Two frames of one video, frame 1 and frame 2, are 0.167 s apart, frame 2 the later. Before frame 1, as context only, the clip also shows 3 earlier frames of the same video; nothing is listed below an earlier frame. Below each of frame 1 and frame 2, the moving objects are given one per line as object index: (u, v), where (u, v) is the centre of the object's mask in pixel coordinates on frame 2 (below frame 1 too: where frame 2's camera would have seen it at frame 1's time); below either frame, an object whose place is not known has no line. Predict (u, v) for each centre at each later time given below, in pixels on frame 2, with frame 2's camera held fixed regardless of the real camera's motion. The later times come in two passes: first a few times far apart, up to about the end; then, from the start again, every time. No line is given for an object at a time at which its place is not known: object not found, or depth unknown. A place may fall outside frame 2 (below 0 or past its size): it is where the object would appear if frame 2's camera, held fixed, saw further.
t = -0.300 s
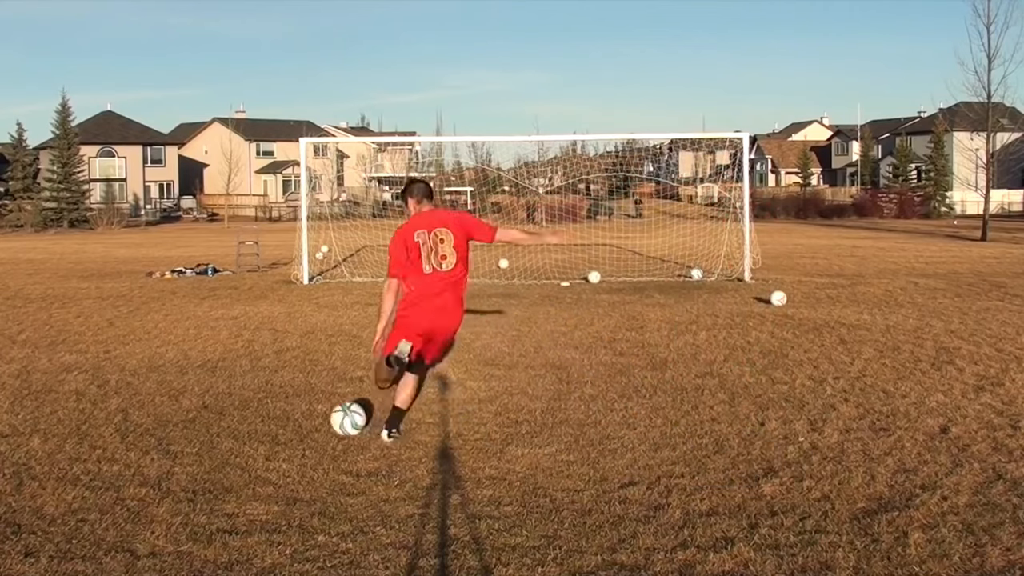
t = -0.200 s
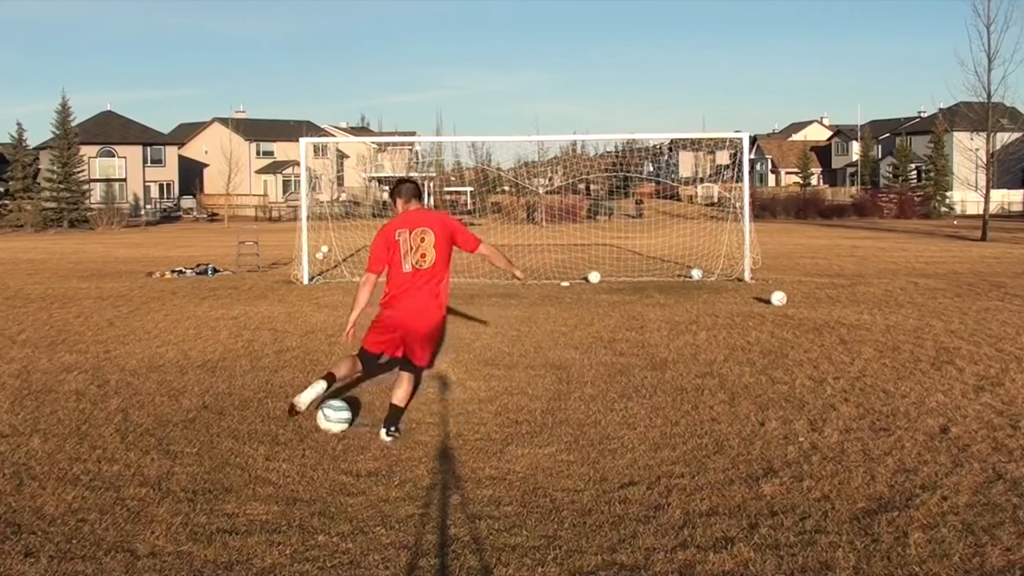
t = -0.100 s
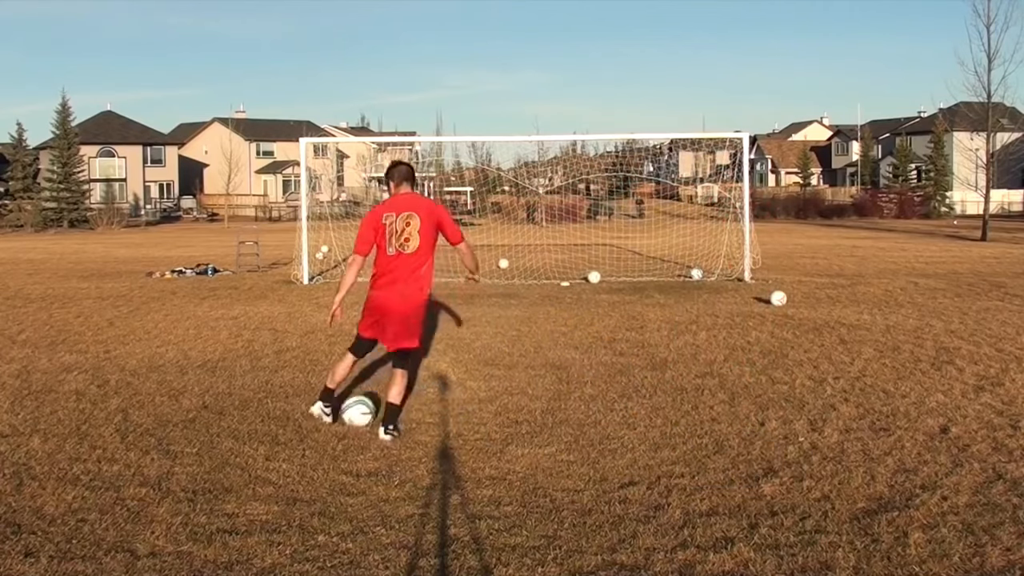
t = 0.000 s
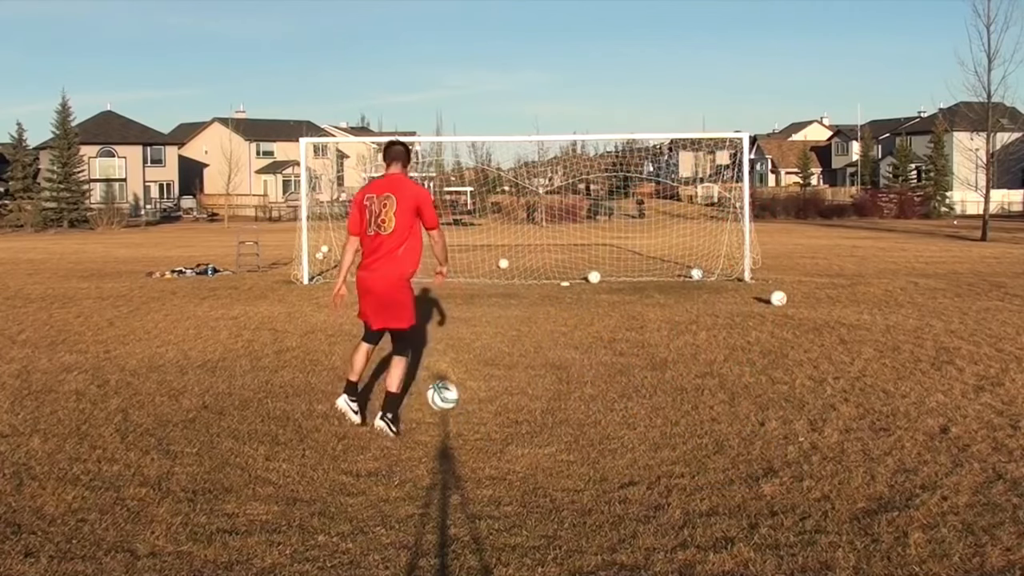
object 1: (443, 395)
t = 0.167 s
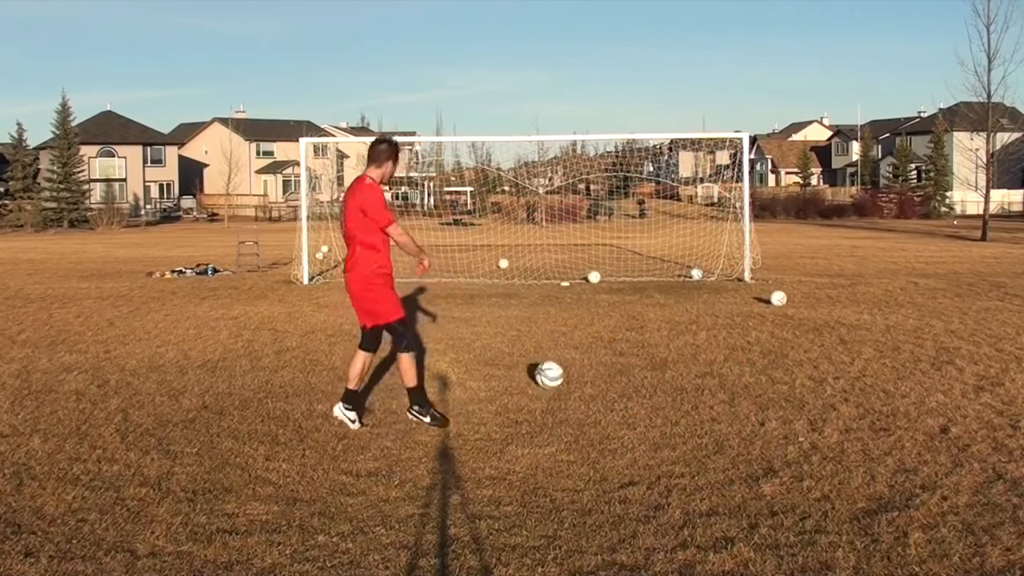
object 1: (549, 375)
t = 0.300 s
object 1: (612, 364)
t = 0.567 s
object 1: (698, 345)
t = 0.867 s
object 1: (756, 334)
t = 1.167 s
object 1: (796, 320)
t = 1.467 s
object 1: (828, 316)
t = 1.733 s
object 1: (852, 310)
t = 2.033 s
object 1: (875, 305)
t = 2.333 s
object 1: (892, 302)
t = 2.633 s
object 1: (906, 299)
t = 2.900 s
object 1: (918, 296)
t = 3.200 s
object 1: (928, 294)
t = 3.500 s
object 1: (937, 293)
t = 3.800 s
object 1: (941, 290)
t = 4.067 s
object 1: (945, 289)
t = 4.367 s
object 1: (948, 288)
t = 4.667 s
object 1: (951, 287)
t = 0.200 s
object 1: (568, 374)
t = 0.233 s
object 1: (583, 371)
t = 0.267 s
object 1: (598, 367)
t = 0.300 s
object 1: (612, 364)
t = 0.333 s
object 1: (627, 361)
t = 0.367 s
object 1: (640, 360)
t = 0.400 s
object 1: (652, 358)
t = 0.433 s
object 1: (662, 354)
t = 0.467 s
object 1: (671, 351)
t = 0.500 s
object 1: (681, 347)
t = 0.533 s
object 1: (689, 346)
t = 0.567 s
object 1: (698, 345)
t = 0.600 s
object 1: (707, 346)
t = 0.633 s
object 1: (714, 345)
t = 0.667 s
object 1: (720, 341)
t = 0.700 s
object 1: (727, 338)
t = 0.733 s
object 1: (733, 337)
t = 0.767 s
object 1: (739, 336)
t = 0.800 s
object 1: (745, 337)
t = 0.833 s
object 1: (751, 336)
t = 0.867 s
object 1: (756, 334)
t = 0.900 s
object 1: (761, 332)
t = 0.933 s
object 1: (765, 330)
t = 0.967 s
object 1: (771, 330)
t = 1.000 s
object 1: (775, 331)
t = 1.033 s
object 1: (779, 327)
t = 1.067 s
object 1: (784, 324)
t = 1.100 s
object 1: (788, 322)
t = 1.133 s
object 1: (792, 320)
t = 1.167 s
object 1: (796, 320)
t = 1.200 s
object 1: (799, 321)
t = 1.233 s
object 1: (803, 322)
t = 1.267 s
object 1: (807, 322)
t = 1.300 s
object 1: (810, 320)
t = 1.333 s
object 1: (814, 318)
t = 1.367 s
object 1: (818, 318)
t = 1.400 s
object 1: (821, 318)
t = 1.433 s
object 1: (824, 317)
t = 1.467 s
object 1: (828, 316)
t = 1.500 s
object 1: (831, 315)
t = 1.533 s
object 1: (834, 313)
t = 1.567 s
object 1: (838, 313)
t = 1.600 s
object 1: (841, 313)
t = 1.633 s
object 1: (844, 312)
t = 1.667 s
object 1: (846, 311)
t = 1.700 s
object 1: (850, 311)
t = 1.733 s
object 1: (852, 310)
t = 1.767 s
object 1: (855, 310)
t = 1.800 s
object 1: (858, 310)
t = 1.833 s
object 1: (861, 309)
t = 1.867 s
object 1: (863, 308)
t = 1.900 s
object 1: (865, 307)
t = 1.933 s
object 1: (868, 308)
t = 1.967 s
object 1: (871, 308)
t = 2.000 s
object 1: (873, 306)
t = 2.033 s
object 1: (875, 305)
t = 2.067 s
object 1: (877, 305)
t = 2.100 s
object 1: (879, 305)
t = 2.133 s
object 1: (881, 305)
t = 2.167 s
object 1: (884, 305)
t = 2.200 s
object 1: (885, 304)
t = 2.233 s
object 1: (888, 303)
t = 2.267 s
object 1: (889, 302)
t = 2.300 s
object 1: (891, 302)
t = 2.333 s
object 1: (892, 302)
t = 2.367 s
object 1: (893, 302)
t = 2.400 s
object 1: (896, 300)
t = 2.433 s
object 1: (897, 299)
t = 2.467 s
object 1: (898, 300)
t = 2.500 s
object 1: (900, 300)
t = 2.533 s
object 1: (903, 301)
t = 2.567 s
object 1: (903, 300)
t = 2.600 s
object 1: (905, 299)
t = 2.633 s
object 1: (906, 299)
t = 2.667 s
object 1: (908, 299)
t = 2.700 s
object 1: (909, 298)
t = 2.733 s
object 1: (911, 298)
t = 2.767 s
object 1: (912, 298)
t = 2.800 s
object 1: (913, 298)
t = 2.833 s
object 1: (915, 297)
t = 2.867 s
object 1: (917, 297)
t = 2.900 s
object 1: (918, 296)
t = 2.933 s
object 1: (919, 296)
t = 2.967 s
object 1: (920, 296)
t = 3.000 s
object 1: (921, 295)
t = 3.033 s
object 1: (923, 295)
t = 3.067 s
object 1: (924, 294)
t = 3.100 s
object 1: (925, 294)
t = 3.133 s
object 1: (926, 295)
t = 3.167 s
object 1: (927, 295)
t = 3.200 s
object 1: (928, 294)
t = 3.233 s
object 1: (929, 293)
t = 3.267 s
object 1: (931, 294)
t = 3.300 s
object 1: (932, 294)
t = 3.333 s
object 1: (933, 294)
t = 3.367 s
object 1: (934, 293)
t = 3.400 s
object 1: (934, 293)
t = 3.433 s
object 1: (935, 292)
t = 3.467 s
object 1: (935, 292)
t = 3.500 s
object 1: (937, 293)
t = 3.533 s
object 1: (937, 292)
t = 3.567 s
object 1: (938, 292)
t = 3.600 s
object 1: (938, 291)
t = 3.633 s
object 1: (938, 291)
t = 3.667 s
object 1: (939, 291)
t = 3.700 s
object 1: (939, 291)
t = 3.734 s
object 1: (940, 290)
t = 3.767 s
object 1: (941, 290)
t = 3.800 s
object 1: (941, 290)
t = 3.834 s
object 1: (942, 290)
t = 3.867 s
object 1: (943, 290)
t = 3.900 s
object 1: (943, 289)
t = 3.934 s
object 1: (944, 289)
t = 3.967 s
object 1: (944, 289)
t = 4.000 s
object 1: (944, 289)
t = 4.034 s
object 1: (944, 289)
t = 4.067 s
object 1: (945, 289)
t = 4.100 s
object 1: (945, 289)
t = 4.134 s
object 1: (945, 288)
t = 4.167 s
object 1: (946, 288)
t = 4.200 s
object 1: (946, 288)
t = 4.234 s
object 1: (946, 288)
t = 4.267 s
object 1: (947, 288)
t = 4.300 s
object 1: (947, 288)
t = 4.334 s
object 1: (947, 288)
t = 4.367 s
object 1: (948, 288)
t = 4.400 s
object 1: (948, 288)
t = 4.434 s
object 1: (948, 287)
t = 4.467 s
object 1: (948, 287)
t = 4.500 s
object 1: (949, 287)
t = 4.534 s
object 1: (949, 287)
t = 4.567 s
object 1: (950, 287)
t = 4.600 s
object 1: (950, 287)
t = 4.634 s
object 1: (951, 287)
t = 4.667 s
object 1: (951, 287)
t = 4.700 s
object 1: (951, 287)
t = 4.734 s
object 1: (952, 287)
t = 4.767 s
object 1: (952, 287)
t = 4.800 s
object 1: (953, 287)
